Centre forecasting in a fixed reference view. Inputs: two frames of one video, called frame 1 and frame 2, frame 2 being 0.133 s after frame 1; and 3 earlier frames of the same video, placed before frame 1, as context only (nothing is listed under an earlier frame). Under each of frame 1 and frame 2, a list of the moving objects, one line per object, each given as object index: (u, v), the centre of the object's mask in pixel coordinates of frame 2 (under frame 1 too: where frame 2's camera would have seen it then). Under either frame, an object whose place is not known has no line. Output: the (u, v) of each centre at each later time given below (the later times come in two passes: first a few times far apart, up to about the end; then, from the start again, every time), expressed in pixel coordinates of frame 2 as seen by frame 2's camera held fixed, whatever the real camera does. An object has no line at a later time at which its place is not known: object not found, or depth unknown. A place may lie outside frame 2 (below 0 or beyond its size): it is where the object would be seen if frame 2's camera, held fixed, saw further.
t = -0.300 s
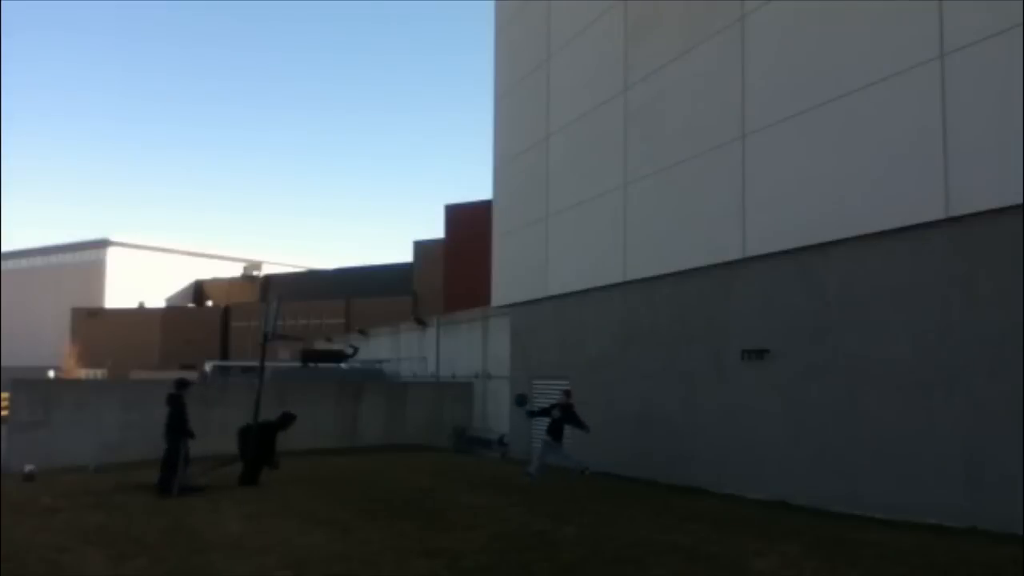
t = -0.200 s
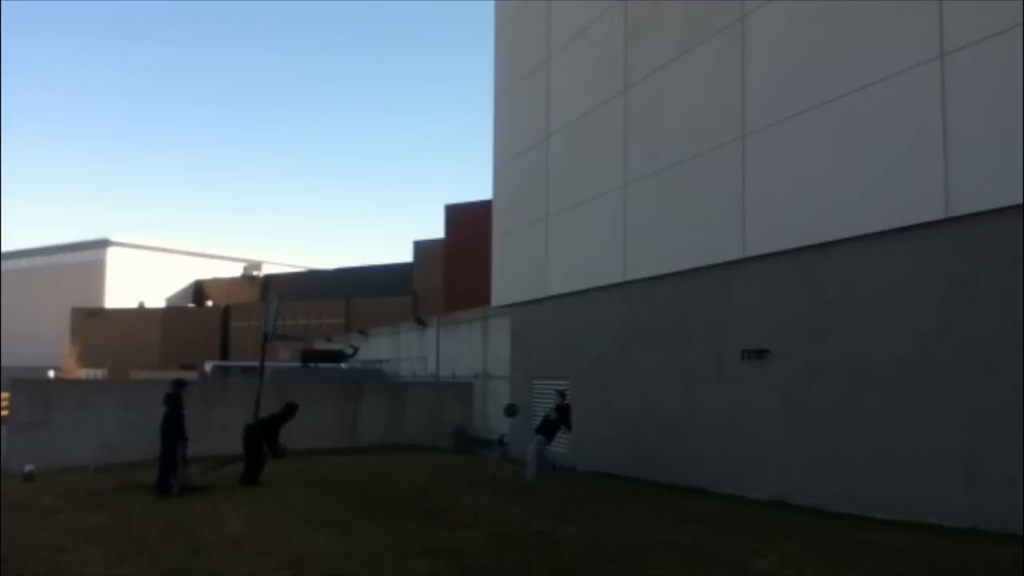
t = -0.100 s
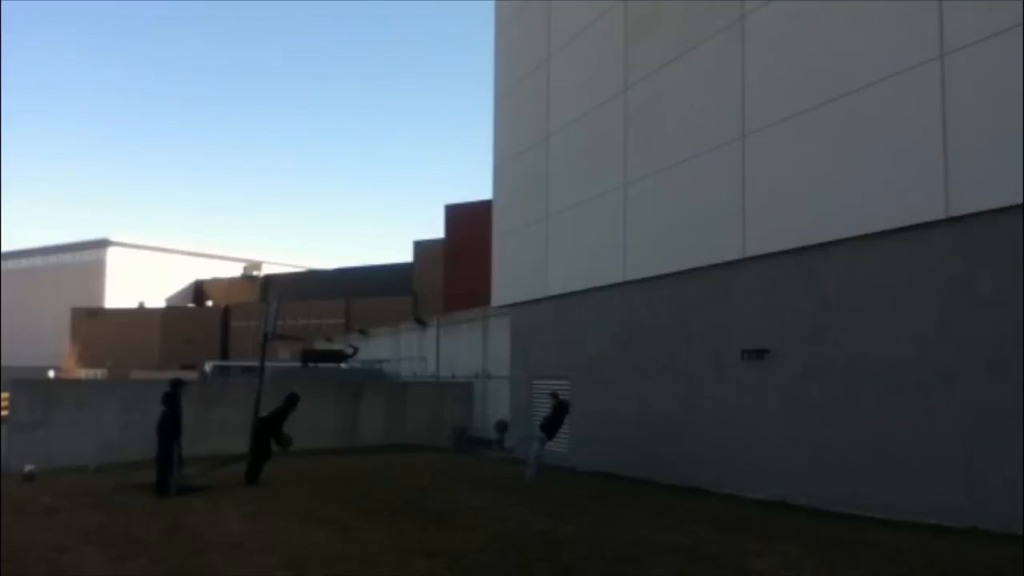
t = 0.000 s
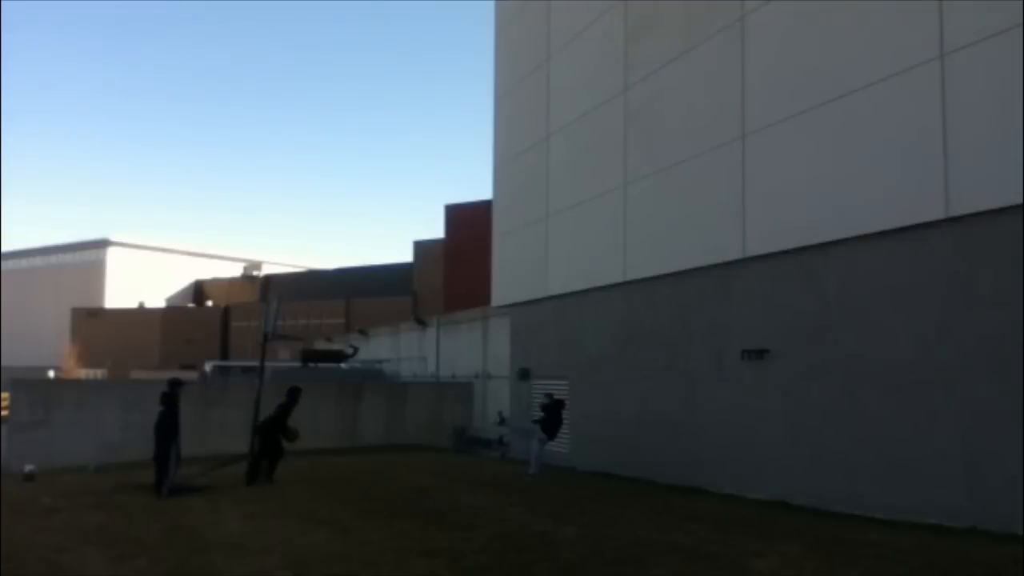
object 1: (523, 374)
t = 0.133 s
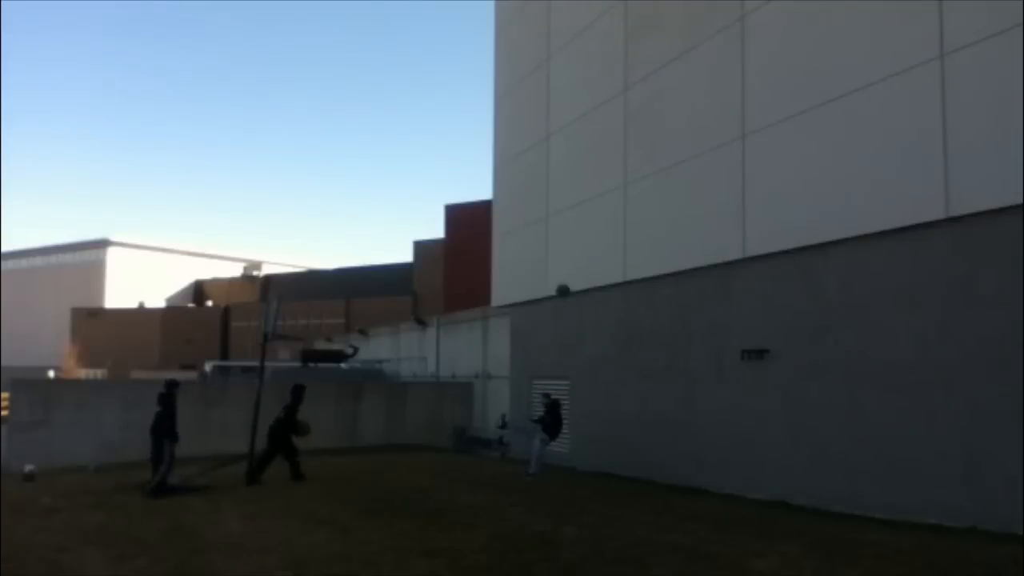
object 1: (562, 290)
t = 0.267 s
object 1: (601, 223)
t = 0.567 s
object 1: (593, 132)
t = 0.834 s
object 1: (533, 103)
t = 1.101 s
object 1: (472, 113)
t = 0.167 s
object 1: (572, 273)
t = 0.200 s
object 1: (582, 255)
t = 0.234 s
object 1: (592, 238)
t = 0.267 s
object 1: (601, 223)
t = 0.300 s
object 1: (611, 208)
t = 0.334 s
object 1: (620, 194)
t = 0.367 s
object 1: (630, 181)
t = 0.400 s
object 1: (632, 170)
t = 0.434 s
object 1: (623, 161)
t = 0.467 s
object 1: (616, 153)
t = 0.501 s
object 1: (608, 146)
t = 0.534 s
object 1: (601, 138)
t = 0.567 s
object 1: (593, 132)
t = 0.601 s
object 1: (586, 126)
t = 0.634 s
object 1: (579, 121)
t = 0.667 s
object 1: (571, 117)
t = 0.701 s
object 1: (564, 113)
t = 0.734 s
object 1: (556, 109)
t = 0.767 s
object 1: (548, 107)
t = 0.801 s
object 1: (541, 104)
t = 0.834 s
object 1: (533, 103)
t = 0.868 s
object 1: (526, 102)
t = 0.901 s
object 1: (518, 101)
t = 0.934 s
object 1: (511, 101)
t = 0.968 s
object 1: (503, 103)
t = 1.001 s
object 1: (495, 104)
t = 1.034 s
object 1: (487, 107)
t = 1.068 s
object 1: (479, 109)
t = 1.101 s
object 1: (472, 113)
